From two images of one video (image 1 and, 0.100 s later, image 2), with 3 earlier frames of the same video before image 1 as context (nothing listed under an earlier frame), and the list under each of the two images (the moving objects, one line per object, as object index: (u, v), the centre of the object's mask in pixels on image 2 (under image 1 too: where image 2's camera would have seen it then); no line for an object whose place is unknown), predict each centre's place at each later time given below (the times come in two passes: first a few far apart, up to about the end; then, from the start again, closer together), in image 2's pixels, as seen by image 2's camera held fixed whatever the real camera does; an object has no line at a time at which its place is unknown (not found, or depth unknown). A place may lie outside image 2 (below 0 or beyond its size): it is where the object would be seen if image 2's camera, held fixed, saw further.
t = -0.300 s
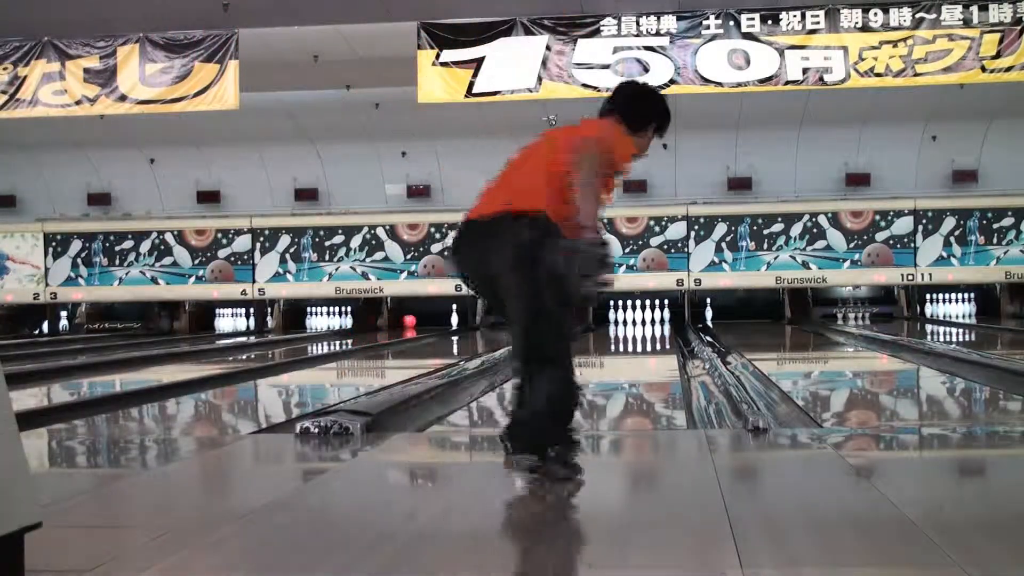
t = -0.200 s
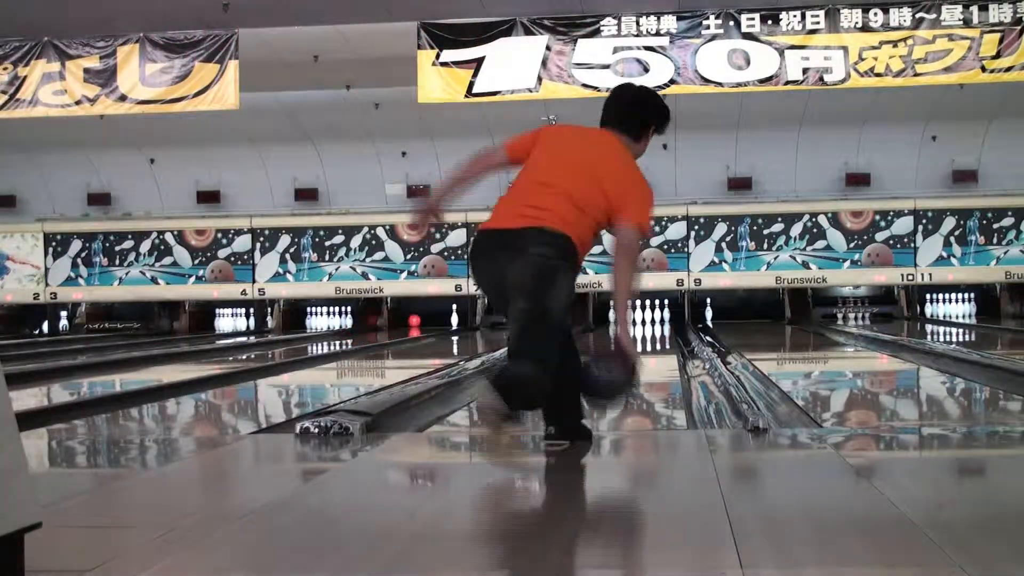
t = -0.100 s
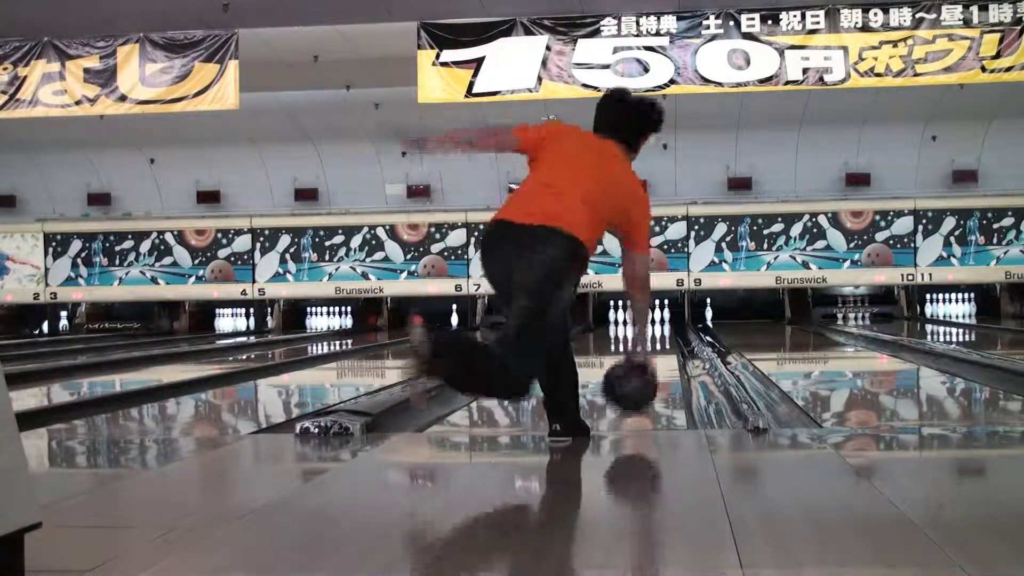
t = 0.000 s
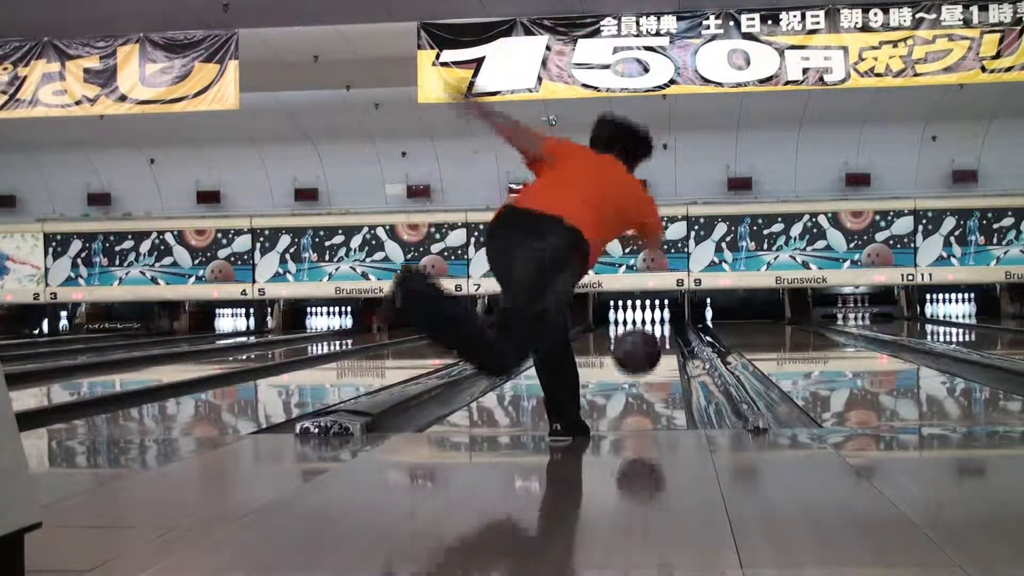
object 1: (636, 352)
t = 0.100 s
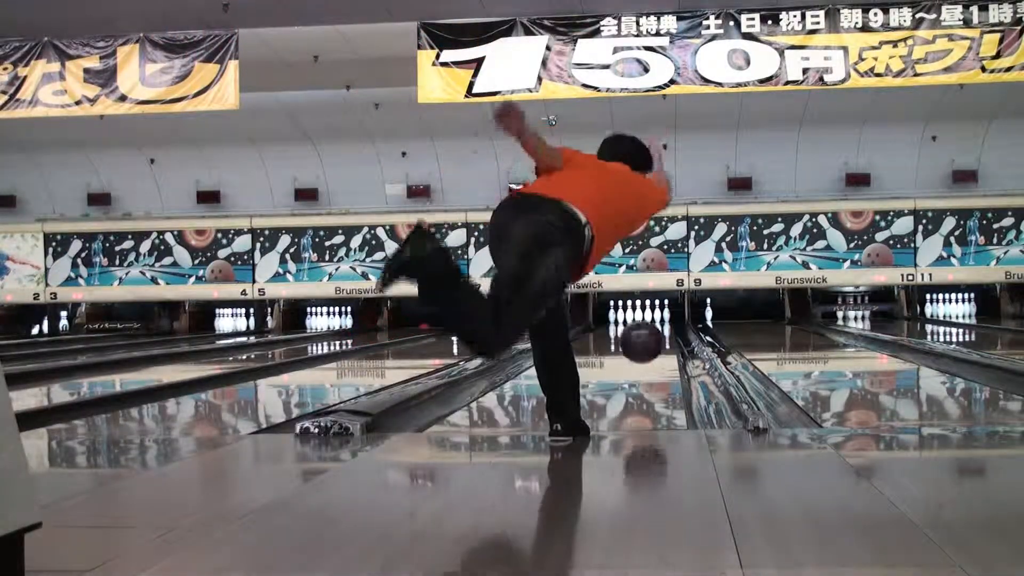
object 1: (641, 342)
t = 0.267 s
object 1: (648, 364)
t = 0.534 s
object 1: (654, 350)
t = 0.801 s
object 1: (657, 340)
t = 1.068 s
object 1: (658, 337)
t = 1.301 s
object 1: (658, 329)
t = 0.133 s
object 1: (643, 343)
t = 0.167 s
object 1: (644, 346)
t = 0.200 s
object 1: (645, 351)
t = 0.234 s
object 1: (648, 358)
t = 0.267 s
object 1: (648, 364)
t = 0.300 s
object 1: (649, 362)
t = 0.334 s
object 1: (650, 360)
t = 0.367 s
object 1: (651, 359)
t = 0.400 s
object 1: (652, 358)
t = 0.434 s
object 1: (652, 356)
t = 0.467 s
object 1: (654, 354)
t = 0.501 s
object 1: (654, 353)
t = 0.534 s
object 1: (654, 350)
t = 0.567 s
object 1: (655, 349)
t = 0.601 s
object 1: (655, 347)
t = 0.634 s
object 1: (655, 345)
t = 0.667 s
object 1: (656, 344)
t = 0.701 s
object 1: (656, 343)
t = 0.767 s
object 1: (657, 341)
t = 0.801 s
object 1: (657, 340)
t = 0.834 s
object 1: (657, 339)
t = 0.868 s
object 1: (657, 338)
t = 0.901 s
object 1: (658, 337)
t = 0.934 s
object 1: (658, 338)
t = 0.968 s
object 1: (657, 337)
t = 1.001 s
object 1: (658, 337)
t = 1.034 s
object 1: (658, 336)
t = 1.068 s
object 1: (658, 337)
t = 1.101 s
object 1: (658, 335)
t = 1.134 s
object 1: (658, 334)
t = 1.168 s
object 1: (658, 334)
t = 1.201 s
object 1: (658, 332)
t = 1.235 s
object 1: (658, 332)
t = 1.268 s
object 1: (658, 331)
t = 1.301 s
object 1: (658, 329)
